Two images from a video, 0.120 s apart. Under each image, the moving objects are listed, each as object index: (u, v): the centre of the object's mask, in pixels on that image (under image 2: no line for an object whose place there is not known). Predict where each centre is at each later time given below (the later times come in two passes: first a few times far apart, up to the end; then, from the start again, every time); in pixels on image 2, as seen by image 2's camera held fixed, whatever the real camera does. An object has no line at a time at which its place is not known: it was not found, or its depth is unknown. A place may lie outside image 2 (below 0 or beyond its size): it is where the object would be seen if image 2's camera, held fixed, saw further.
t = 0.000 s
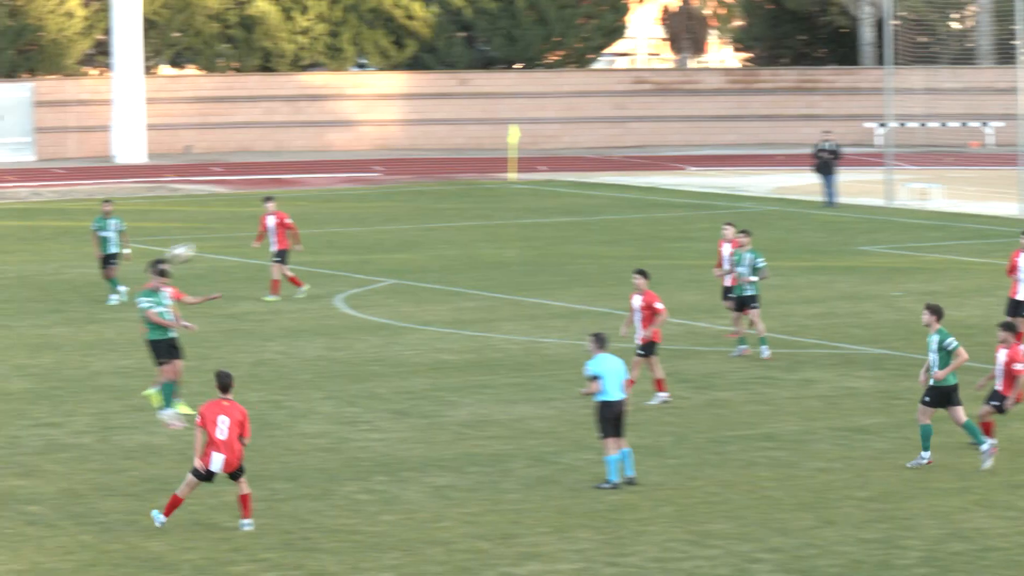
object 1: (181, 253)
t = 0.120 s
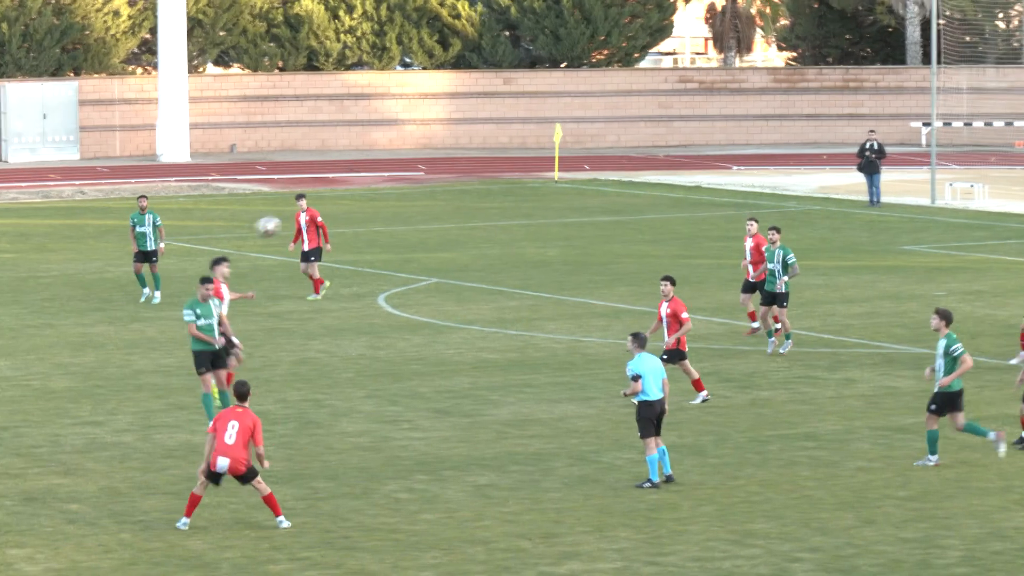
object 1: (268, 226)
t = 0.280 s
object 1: (322, 212)
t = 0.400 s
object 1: (360, 216)
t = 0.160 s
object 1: (281, 221)
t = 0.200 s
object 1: (296, 216)
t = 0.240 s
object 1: (309, 213)
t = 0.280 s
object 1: (322, 212)
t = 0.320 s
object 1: (334, 212)
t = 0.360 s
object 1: (348, 213)
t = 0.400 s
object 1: (360, 216)
